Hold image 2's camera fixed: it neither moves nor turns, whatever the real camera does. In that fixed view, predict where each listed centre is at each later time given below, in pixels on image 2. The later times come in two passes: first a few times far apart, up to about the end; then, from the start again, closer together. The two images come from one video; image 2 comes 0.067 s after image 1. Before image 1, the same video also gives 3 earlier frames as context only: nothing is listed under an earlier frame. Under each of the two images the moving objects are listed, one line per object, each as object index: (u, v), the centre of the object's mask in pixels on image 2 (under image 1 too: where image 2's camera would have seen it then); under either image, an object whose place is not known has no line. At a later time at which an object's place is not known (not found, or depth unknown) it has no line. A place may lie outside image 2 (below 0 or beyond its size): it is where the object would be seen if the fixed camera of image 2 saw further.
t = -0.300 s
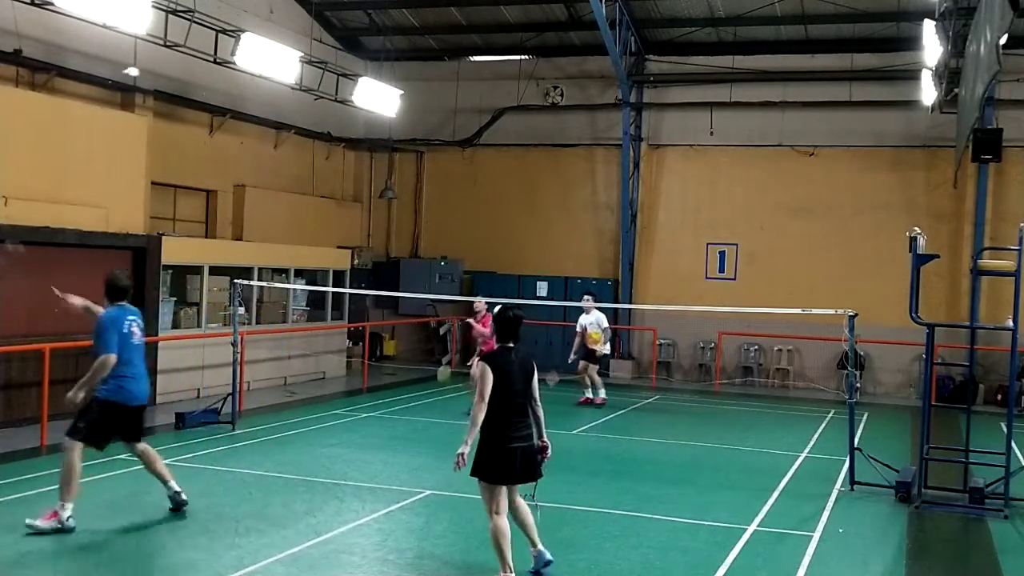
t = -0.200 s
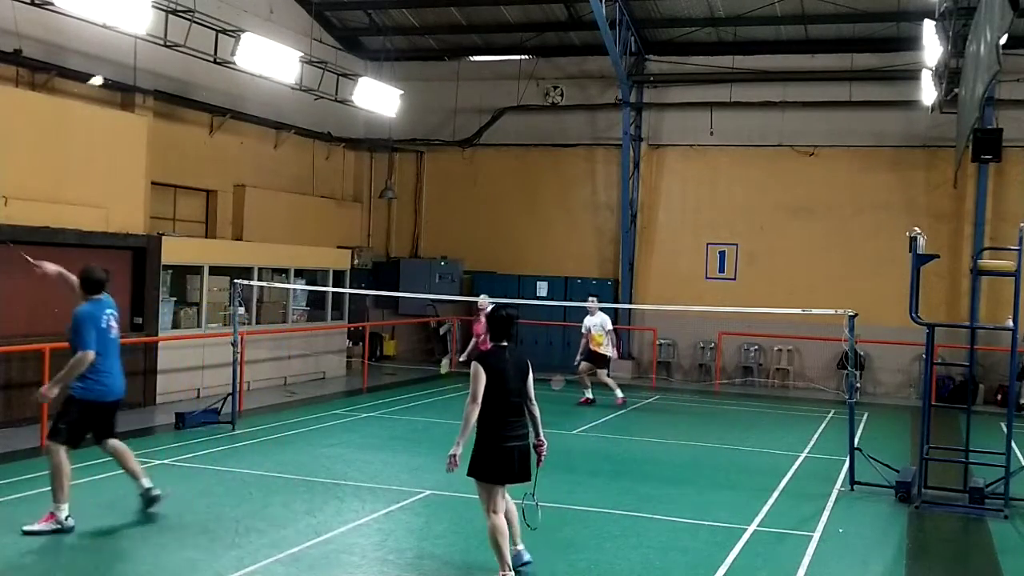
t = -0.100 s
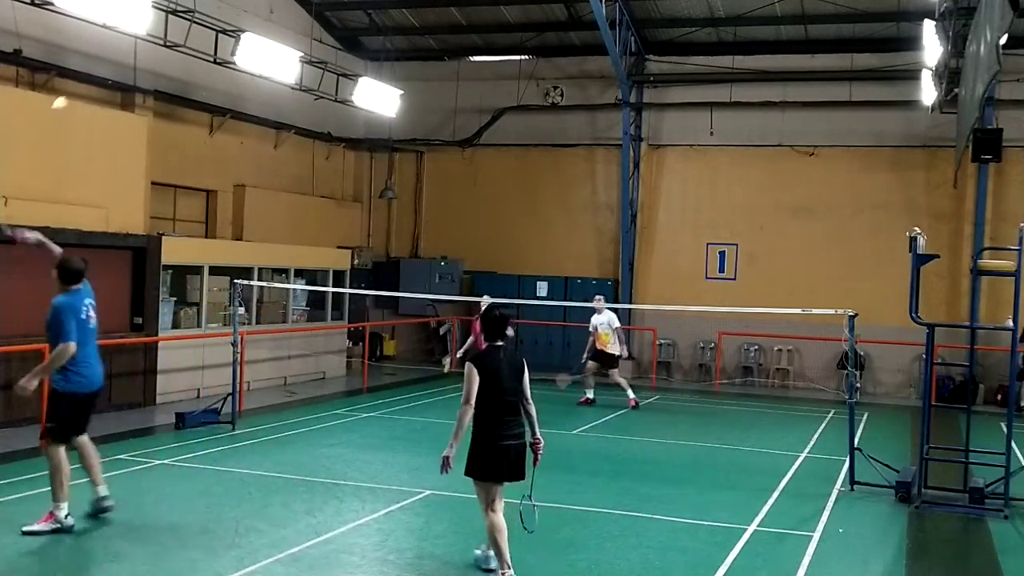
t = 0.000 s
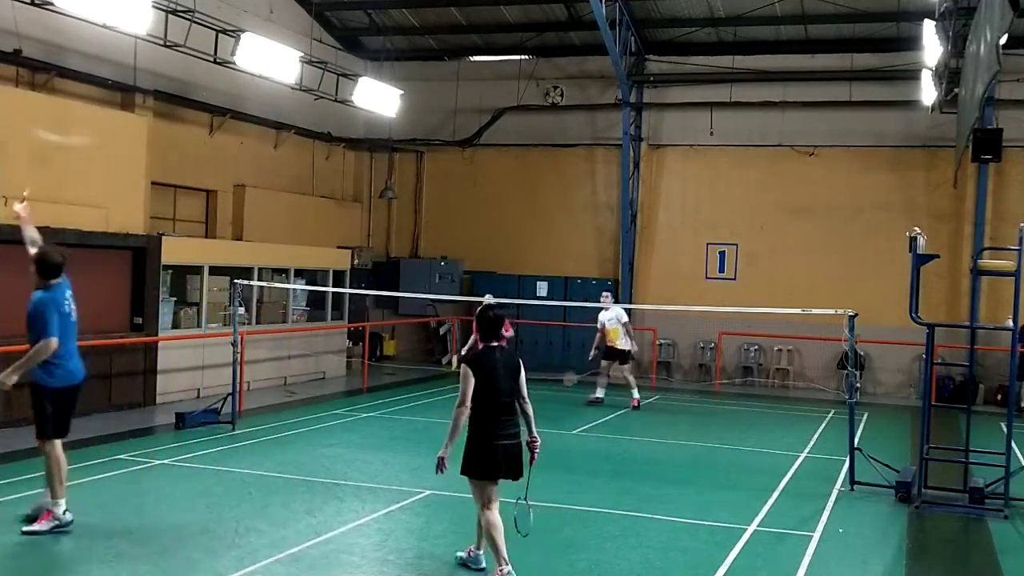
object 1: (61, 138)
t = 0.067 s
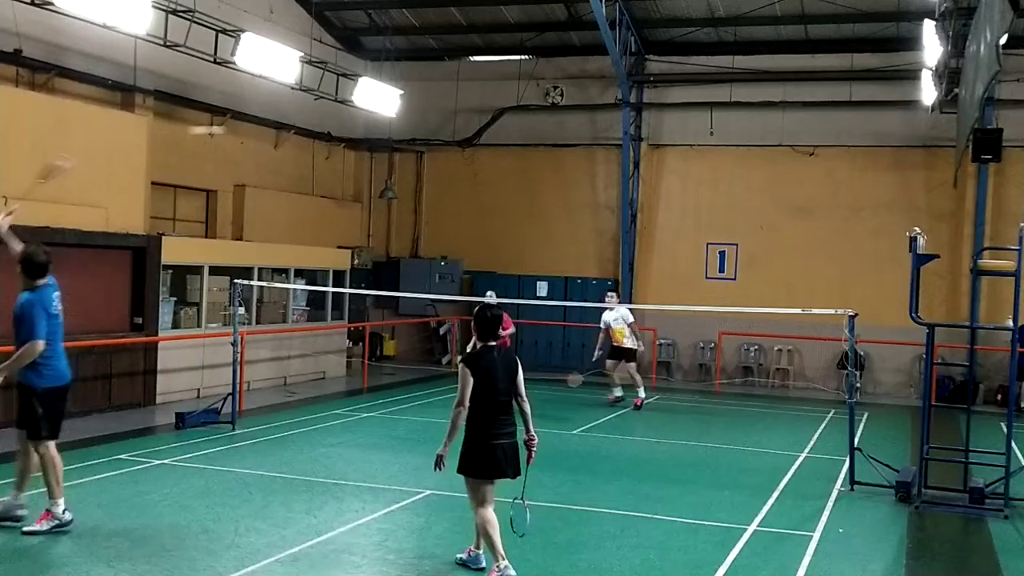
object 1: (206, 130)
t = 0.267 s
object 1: (434, 158)
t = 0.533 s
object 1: (581, 228)
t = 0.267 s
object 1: (434, 158)
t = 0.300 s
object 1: (458, 165)
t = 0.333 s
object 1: (480, 173)
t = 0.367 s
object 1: (500, 180)
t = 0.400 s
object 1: (519, 189)
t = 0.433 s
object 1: (536, 198)
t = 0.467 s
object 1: (552, 208)
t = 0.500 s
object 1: (567, 217)
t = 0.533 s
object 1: (581, 228)
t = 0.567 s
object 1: (593, 238)
